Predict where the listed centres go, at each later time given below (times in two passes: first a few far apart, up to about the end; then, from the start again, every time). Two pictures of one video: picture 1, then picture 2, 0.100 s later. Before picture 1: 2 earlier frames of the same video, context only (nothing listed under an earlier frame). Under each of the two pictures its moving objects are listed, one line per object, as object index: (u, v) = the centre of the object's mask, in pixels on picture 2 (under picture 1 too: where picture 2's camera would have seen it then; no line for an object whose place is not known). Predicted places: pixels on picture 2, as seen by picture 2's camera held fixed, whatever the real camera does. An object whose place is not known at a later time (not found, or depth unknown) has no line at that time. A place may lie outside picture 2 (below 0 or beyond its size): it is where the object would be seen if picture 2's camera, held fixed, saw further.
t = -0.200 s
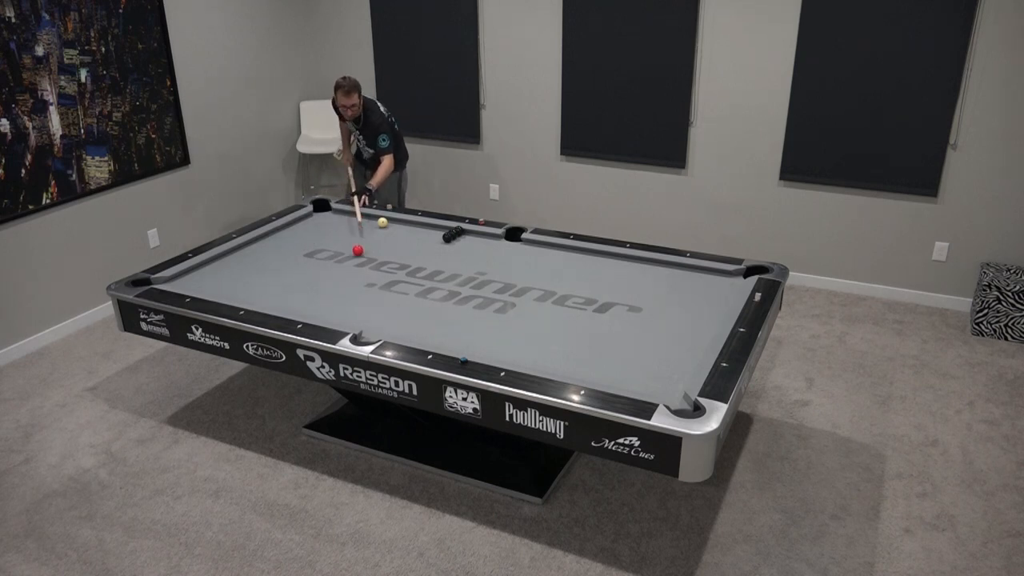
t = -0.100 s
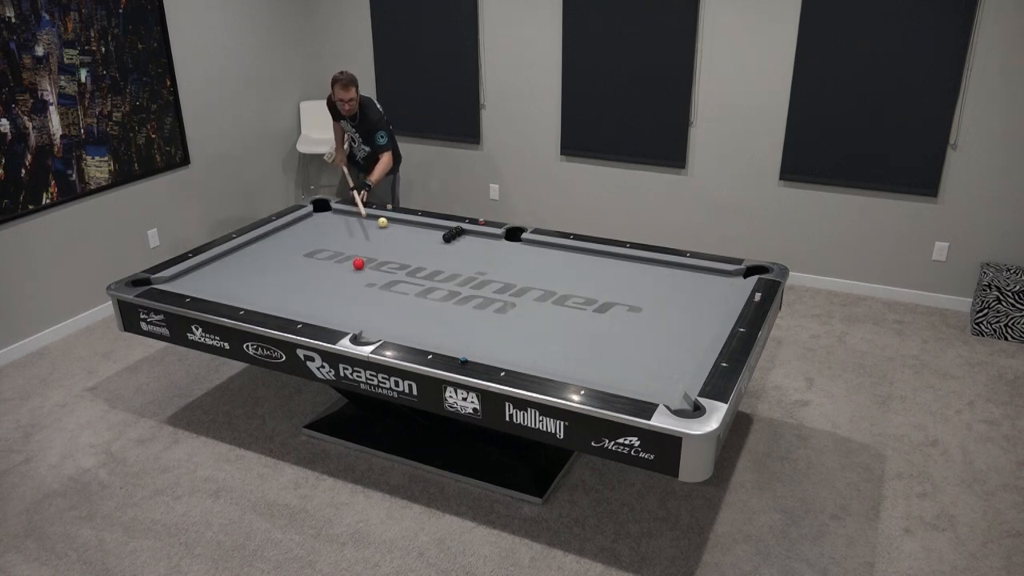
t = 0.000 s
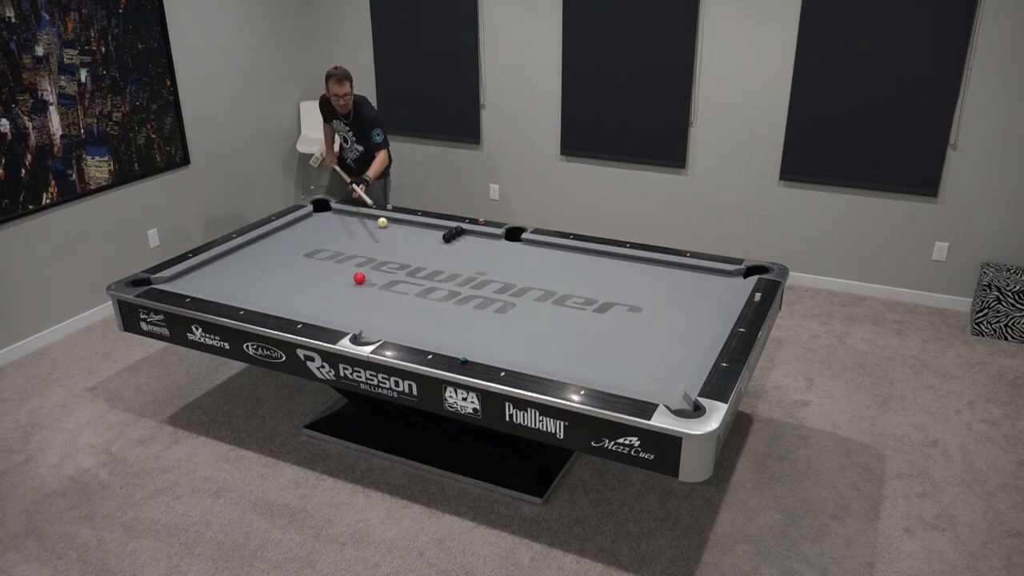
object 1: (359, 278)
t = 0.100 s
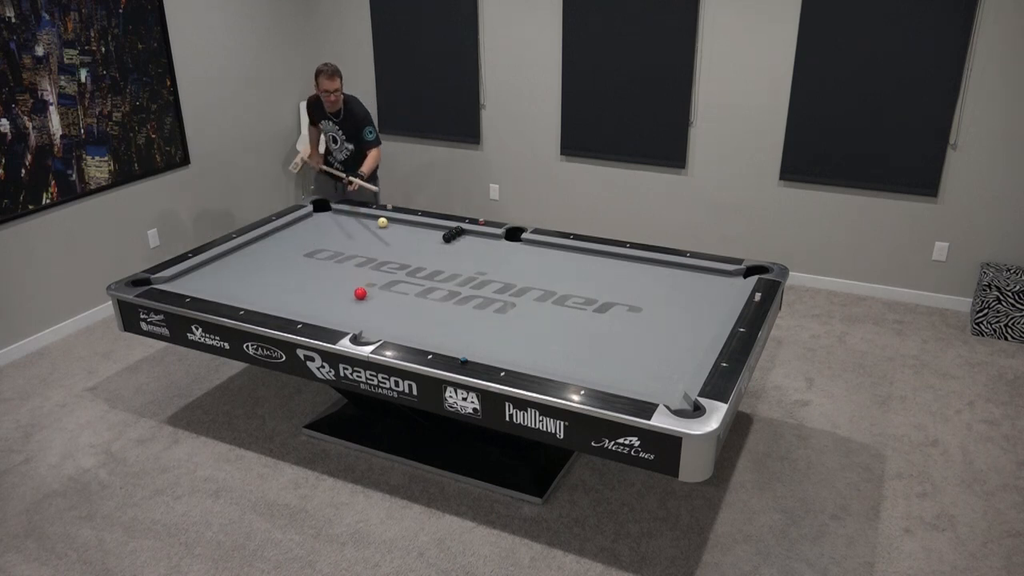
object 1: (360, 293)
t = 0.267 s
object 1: (362, 322)
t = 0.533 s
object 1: (419, 315)
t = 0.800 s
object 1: (476, 304)
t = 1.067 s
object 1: (528, 294)
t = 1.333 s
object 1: (576, 284)
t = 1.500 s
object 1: (604, 278)
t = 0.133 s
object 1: (360, 299)
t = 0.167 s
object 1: (361, 304)
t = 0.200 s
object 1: (361, 310)
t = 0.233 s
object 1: (361, 316)
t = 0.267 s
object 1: (362, 322)
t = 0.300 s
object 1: (363, 327)
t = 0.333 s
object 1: (370, 327)
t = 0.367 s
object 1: (380, 324)
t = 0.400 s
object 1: (388, 322)
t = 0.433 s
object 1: (397, 320)
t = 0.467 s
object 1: (404, 318)
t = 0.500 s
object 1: (412, 317)
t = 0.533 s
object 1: (419, 315)
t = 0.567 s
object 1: (427, 314)
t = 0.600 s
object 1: (434, 312)
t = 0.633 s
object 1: (441, 311)
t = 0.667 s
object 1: (448, 310)
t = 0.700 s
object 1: (455, 308)
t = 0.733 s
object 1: (462, 307)
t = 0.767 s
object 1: (469, 305)
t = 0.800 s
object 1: (476, 304)
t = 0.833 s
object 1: (482, 303)
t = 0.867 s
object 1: (489, 301)
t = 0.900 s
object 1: (495, 300)
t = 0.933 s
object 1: (502, 299)
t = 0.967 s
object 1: (509, 297)
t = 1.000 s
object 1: (515, 296)
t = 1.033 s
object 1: (521, 295)
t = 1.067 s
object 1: (528, 294)
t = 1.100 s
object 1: (534, 292)
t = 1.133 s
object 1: (540, 291)
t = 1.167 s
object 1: (546, 290)
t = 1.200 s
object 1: (552, 289)
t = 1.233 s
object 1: (558, 287)
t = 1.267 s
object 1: (564, 286)
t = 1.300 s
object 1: (570, 285)
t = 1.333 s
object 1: (576, 284)
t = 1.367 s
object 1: (582, 282)
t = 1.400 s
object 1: (588, 281)
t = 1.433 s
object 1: (593, 280)
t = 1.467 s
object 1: (599, 279)
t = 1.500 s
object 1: (604, 278)
